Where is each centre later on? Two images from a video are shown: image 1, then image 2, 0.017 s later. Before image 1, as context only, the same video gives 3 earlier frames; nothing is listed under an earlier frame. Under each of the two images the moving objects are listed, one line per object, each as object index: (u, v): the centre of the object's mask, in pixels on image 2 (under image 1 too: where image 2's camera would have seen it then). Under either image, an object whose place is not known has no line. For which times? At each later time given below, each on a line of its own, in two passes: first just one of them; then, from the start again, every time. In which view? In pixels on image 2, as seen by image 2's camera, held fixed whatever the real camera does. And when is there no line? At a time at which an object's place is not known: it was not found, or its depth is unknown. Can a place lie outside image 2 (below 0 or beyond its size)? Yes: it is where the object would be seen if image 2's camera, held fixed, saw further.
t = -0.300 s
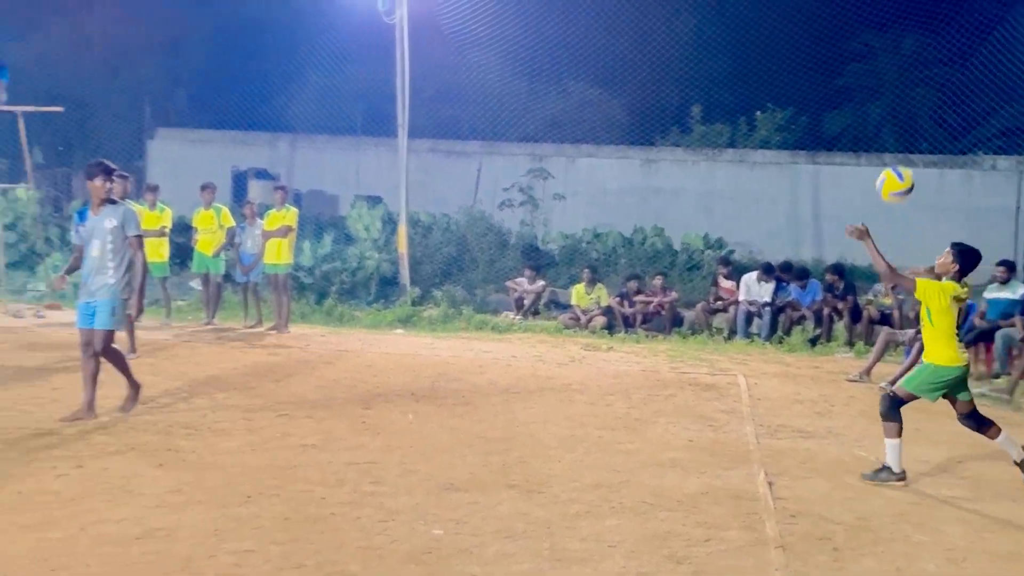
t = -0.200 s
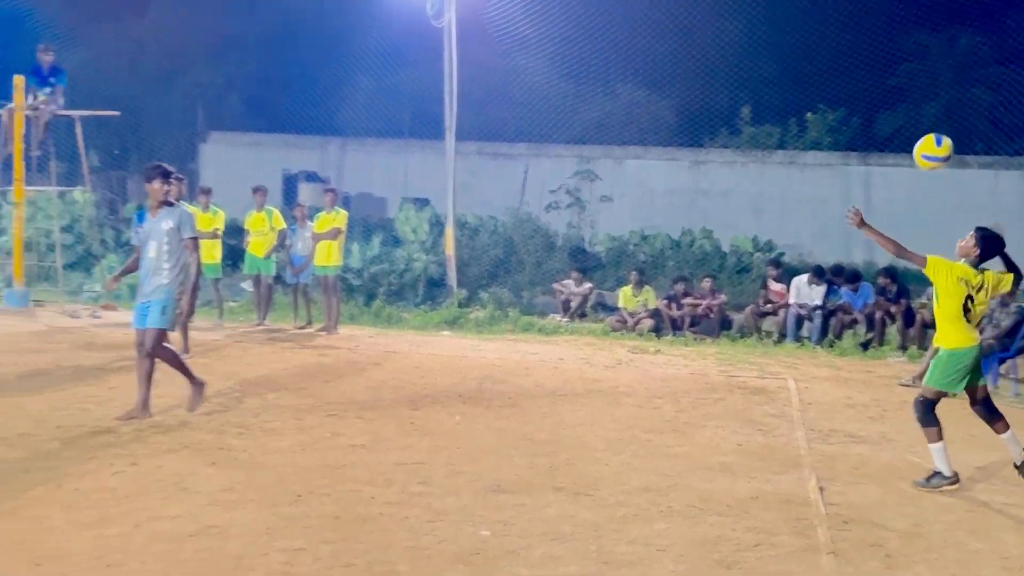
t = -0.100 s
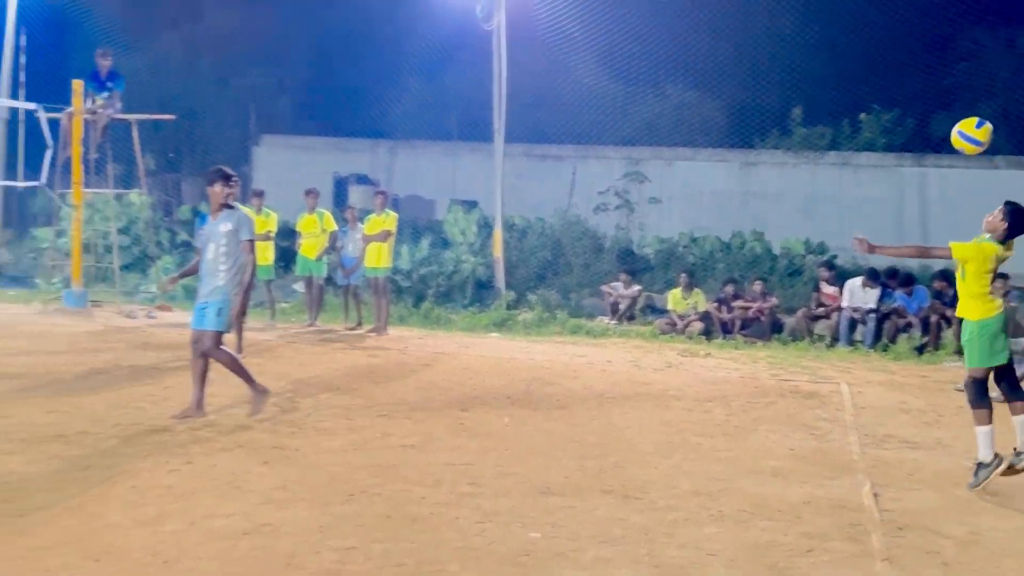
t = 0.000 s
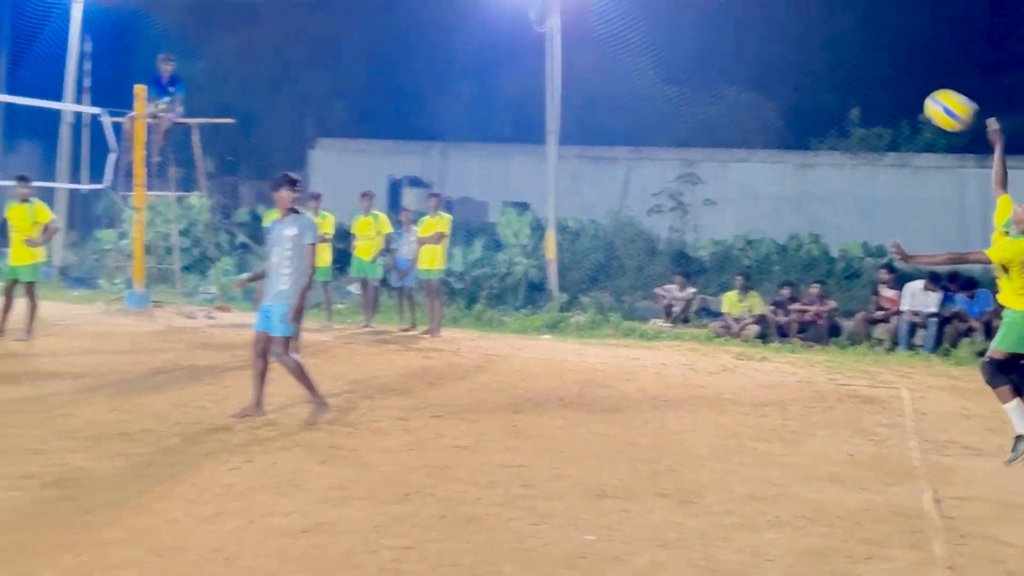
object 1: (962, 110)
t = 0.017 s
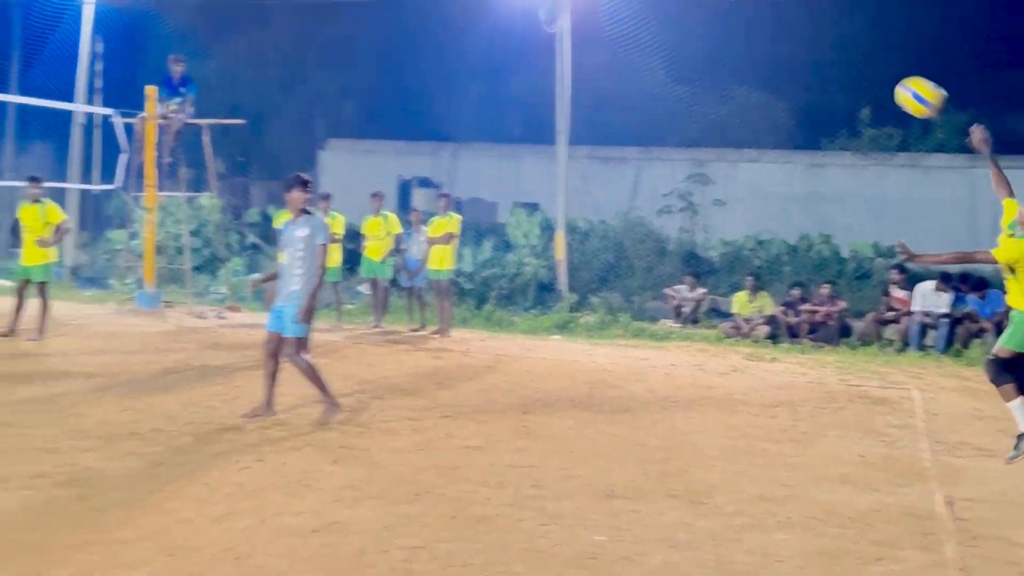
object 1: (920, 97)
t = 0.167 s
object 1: (585, 10)
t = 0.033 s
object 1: (879, 85)
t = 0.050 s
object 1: (839, 73)
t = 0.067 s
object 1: (800, 62)
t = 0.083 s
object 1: (762, 51)
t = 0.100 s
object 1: (725, 42)
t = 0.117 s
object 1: (689, 32)
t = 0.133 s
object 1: (653, 24)
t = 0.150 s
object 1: (617, 15)
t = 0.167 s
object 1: (585, 10)
